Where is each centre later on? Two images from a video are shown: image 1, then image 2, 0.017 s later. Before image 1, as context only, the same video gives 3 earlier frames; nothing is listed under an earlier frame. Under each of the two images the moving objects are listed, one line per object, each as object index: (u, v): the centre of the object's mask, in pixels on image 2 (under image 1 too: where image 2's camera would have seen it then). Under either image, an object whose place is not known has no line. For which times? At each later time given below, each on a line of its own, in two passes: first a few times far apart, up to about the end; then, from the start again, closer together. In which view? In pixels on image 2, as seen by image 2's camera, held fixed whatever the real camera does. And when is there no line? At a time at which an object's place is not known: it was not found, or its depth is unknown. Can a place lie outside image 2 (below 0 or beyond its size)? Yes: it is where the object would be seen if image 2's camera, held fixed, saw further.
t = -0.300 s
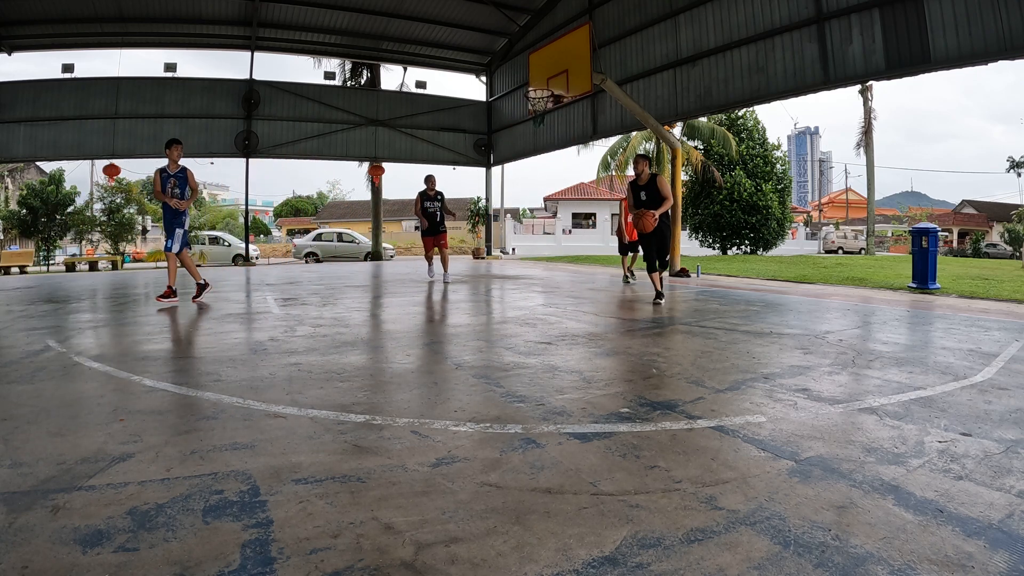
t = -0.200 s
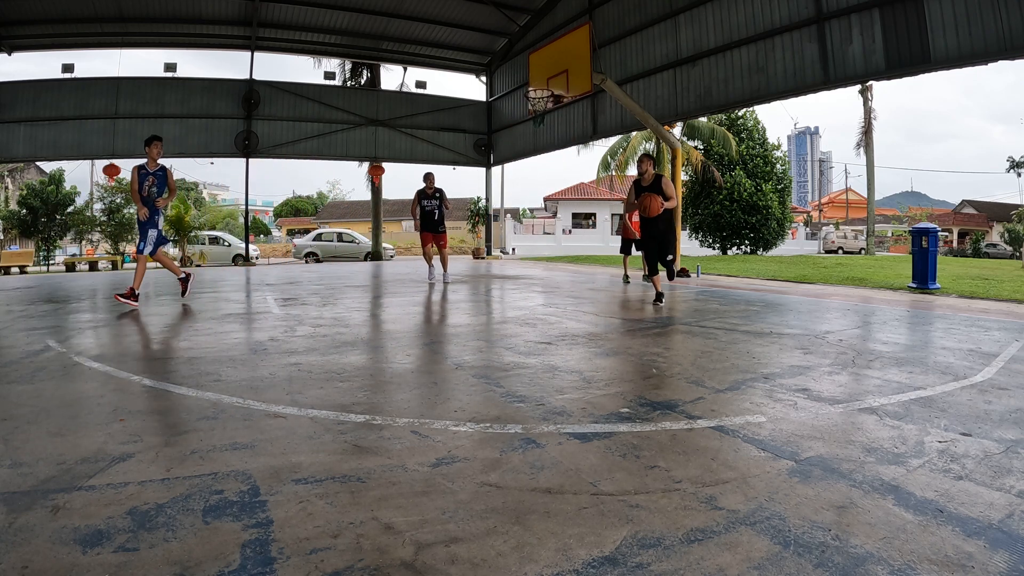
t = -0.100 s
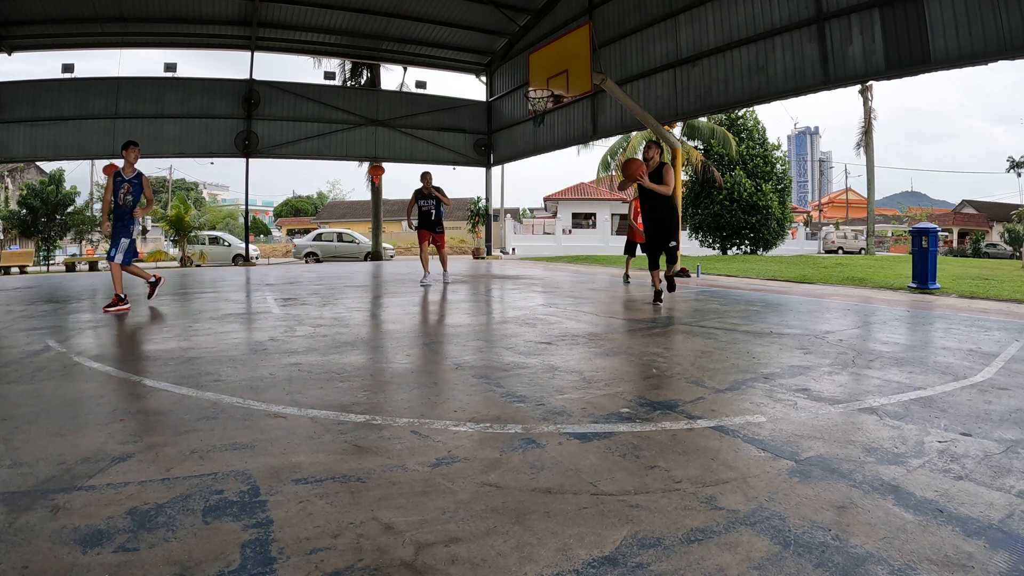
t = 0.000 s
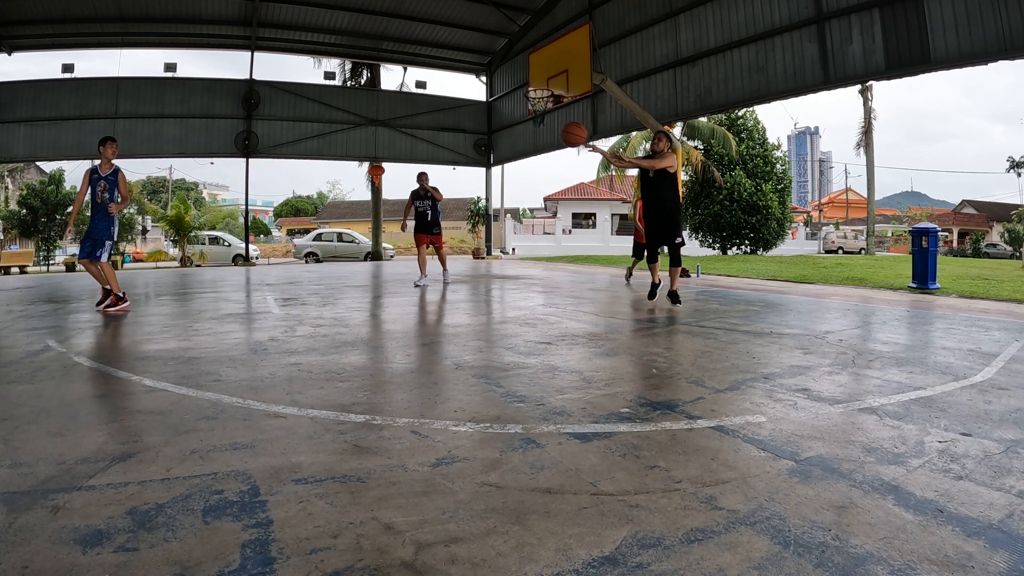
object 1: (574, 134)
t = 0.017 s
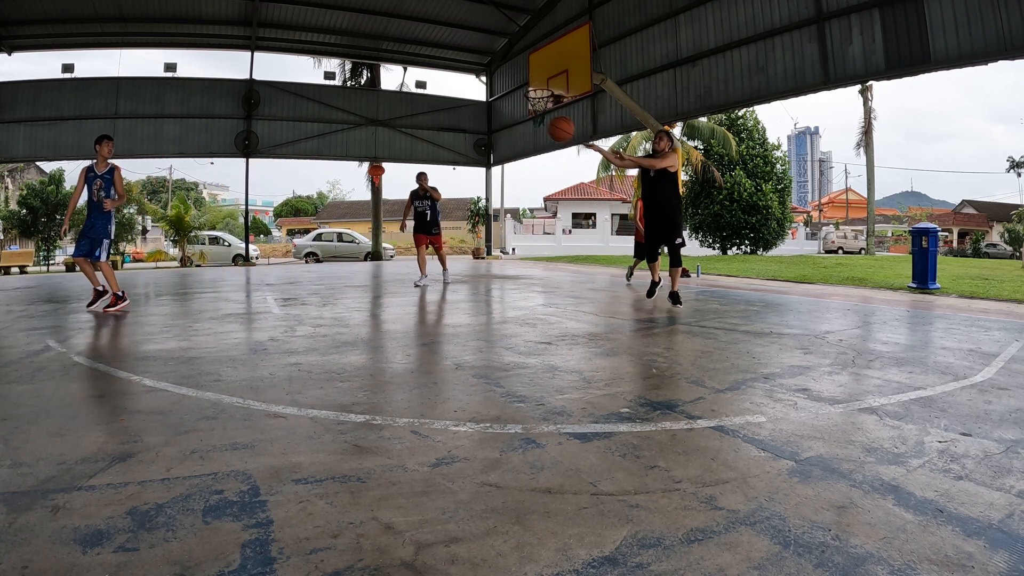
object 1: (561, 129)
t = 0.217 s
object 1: (393, 87)
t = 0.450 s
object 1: (198, 105)
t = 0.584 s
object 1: (97, 147)
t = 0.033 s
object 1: (547, 124)
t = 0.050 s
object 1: (534, 119)
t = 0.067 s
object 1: (521, 114)
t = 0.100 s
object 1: (493, 106)
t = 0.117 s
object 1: (479, 102)
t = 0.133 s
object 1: (465, 99)
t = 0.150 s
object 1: (451, 95)
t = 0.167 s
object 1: (437, 93)
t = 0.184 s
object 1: (422, 90)
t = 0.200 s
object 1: (408, 88)
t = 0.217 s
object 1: (393, 87)
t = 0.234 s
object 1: (379, 86)
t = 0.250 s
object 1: (365, 85)
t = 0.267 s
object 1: (351, 85)
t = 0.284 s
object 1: (336, 85)
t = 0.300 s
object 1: (322, 85)
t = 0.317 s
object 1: (307, 86)
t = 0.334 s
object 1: (293, 87)
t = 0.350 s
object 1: (279, 88)
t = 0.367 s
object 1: (265, 90)
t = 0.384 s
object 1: (252, 92)
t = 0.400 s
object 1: (238, 95)
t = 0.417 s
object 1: (224, 98)
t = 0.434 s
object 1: (211, 102)
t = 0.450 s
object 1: (198, 105)
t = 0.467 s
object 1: (184, 109)
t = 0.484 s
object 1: (171, 114)
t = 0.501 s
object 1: (159, 119)
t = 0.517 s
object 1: (146, 124)
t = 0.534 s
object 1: (133, 130)
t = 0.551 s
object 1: (121, 135)
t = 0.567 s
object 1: (109, 141)
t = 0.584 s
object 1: (97, 147)
